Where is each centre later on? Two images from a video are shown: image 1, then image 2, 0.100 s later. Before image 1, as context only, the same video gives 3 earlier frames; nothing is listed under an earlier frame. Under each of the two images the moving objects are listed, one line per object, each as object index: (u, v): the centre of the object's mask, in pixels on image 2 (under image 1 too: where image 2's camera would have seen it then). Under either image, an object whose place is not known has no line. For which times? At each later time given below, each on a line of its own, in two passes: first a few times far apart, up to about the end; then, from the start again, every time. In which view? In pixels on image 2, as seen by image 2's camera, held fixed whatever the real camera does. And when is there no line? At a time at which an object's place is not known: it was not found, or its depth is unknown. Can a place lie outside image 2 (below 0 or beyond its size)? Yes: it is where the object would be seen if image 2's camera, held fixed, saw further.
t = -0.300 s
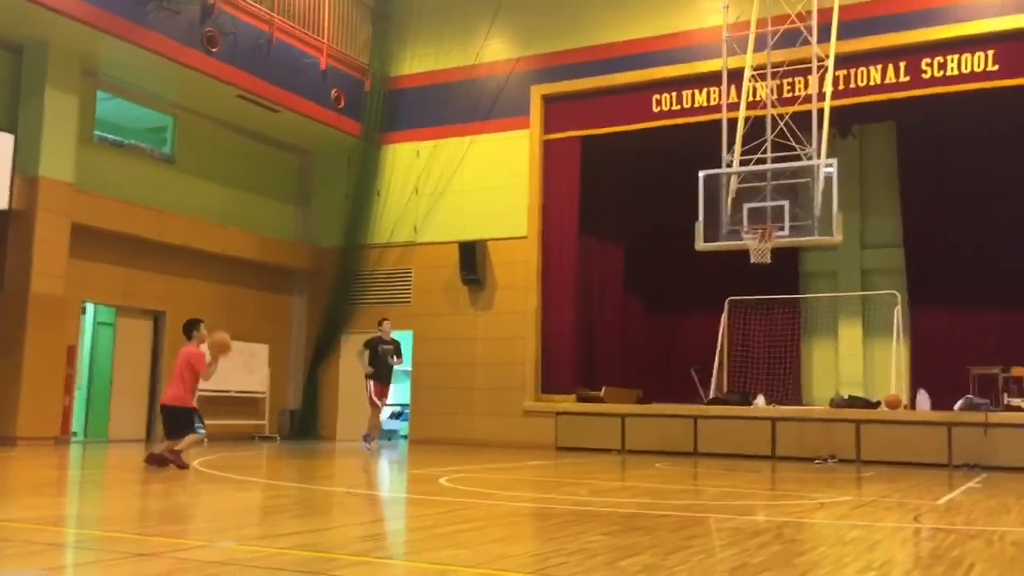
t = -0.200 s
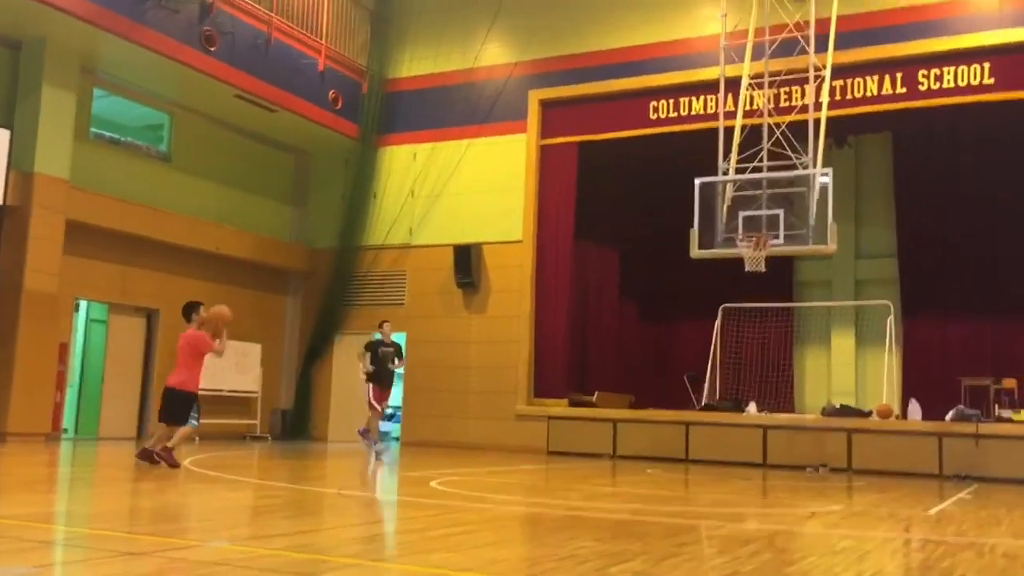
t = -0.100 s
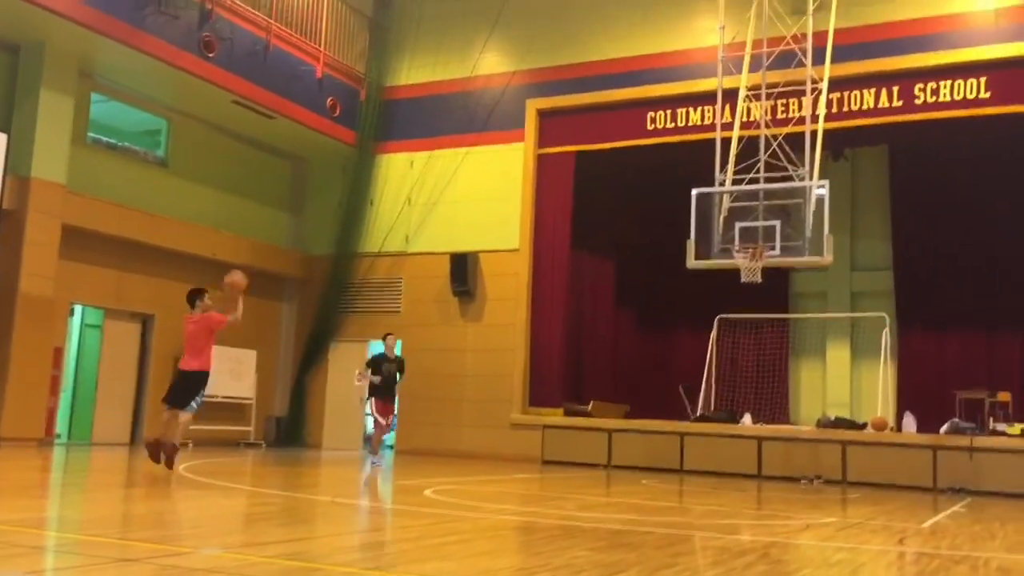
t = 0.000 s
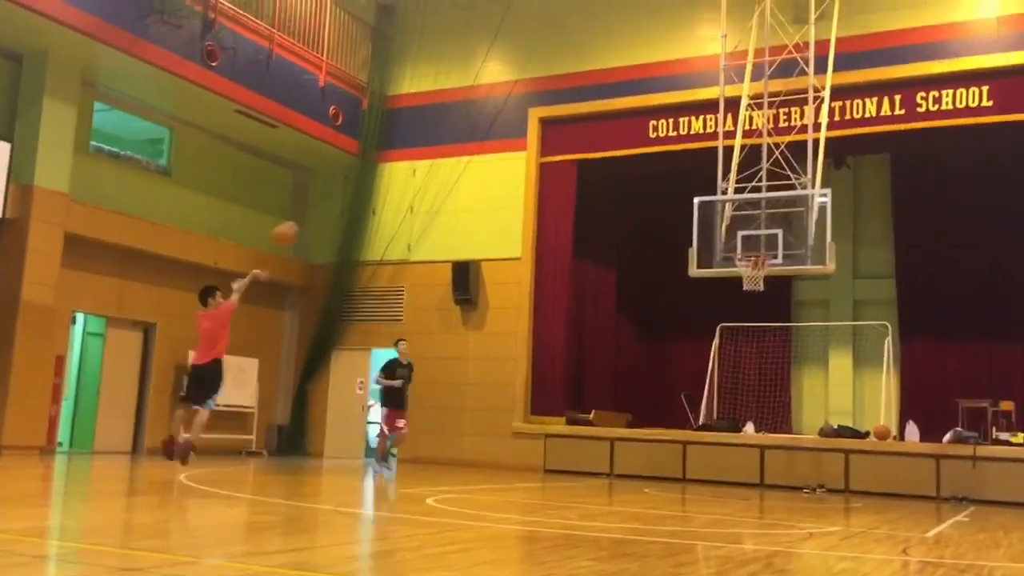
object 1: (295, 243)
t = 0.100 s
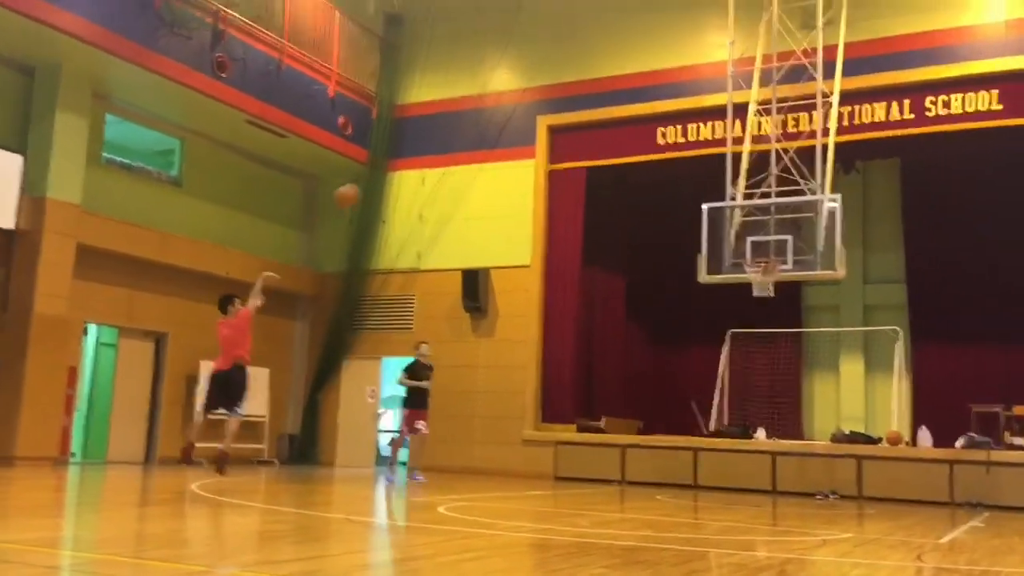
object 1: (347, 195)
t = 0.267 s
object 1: (425, 139)
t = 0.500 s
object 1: (520, 105)
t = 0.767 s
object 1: (617, 121)
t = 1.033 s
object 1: (702, 183)
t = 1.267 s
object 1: (776, 278)
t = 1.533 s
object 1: (783, 306)
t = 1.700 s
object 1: (786, 348)
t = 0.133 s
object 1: (362, 182)
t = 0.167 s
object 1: (378, 169)
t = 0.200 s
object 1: (393, 155)
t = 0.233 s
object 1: (409, 148)
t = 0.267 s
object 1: (425, 139)
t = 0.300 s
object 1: (439, 131)
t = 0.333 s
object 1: (452, 125)
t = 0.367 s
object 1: (467, 118)
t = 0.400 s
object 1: (480, 115)
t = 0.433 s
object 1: (493, 111)
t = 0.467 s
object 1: (507, 107)
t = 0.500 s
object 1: (520, 105)
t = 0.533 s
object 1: (531, 103)
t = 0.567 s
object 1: (546, 103)
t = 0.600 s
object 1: (559, 103)
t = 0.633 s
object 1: (569, 104)
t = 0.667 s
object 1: (580, 106)
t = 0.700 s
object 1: (593, 111)
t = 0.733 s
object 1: (604, 114)
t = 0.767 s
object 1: (617, 121)
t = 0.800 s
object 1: (628, 125)
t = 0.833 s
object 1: (638, 130)
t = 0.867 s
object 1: (649, 137)
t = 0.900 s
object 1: (660, 146)
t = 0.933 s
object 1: (672, 154)
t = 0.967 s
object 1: (682, 164)
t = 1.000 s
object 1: (692, 173)
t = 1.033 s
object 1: (702, 183)
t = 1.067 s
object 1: (712, 193)
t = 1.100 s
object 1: (724, 206)
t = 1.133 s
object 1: (732, 218)
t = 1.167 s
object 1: (744, 232)
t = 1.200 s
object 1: (754, 247)
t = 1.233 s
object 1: (765, 263)
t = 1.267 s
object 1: (776, 278)
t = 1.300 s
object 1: (778, 283)
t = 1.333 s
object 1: (778, 281)
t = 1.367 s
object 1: (779, 285)
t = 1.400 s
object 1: (780, 287)
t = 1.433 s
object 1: (781, 291)
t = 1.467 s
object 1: (781, 295)
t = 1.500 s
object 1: (782, 300)
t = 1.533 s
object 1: (783, 306)
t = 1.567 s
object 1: (783, 313)
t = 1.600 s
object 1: (784, 319)
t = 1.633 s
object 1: (785, 329)
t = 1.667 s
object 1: (786, 340)
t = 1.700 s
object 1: (786, 348)
